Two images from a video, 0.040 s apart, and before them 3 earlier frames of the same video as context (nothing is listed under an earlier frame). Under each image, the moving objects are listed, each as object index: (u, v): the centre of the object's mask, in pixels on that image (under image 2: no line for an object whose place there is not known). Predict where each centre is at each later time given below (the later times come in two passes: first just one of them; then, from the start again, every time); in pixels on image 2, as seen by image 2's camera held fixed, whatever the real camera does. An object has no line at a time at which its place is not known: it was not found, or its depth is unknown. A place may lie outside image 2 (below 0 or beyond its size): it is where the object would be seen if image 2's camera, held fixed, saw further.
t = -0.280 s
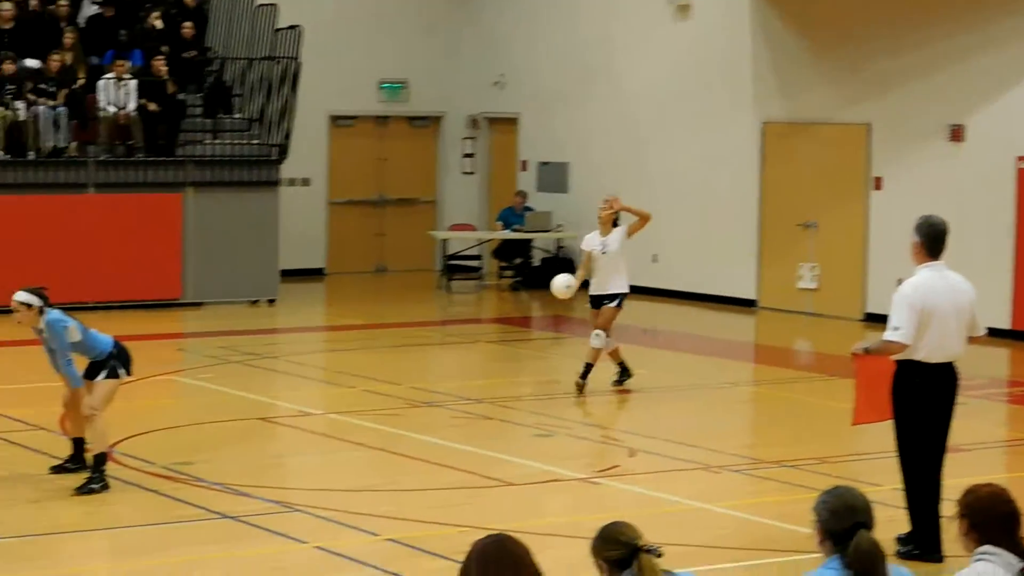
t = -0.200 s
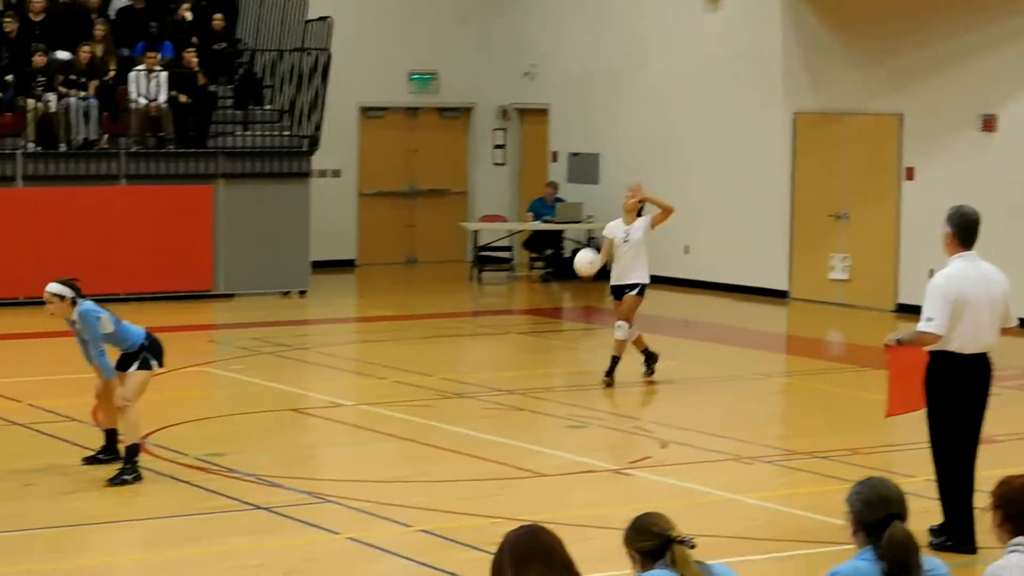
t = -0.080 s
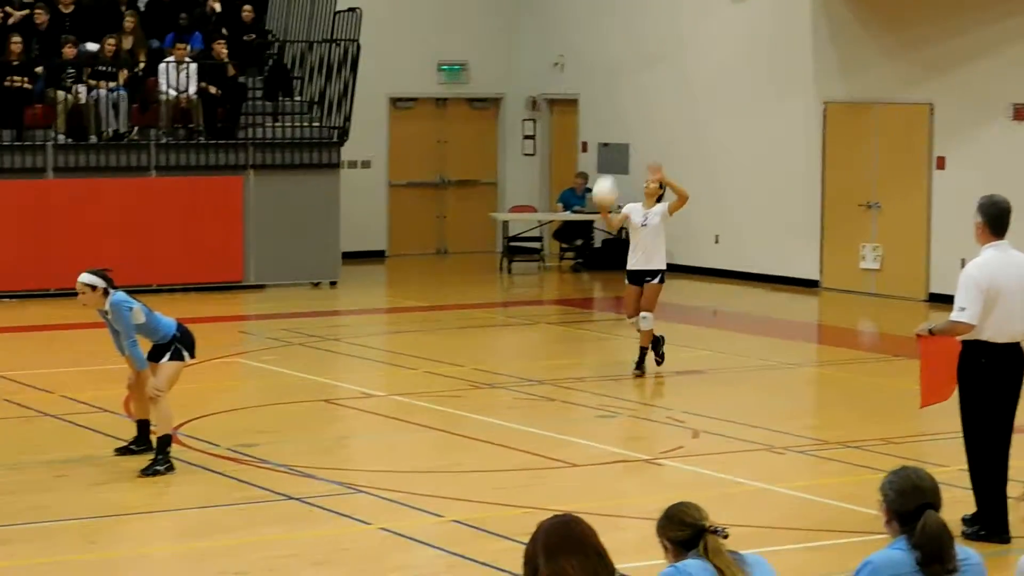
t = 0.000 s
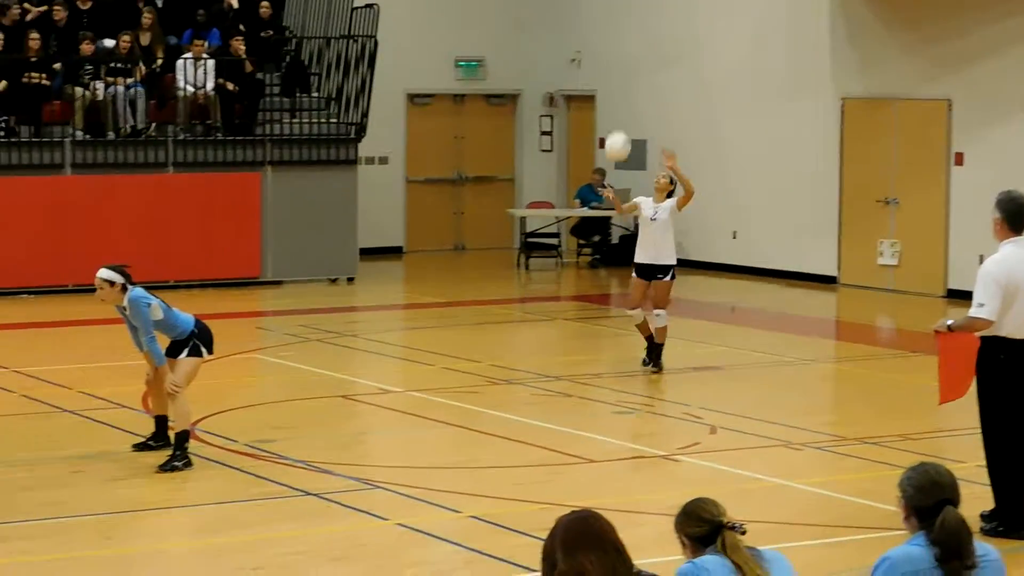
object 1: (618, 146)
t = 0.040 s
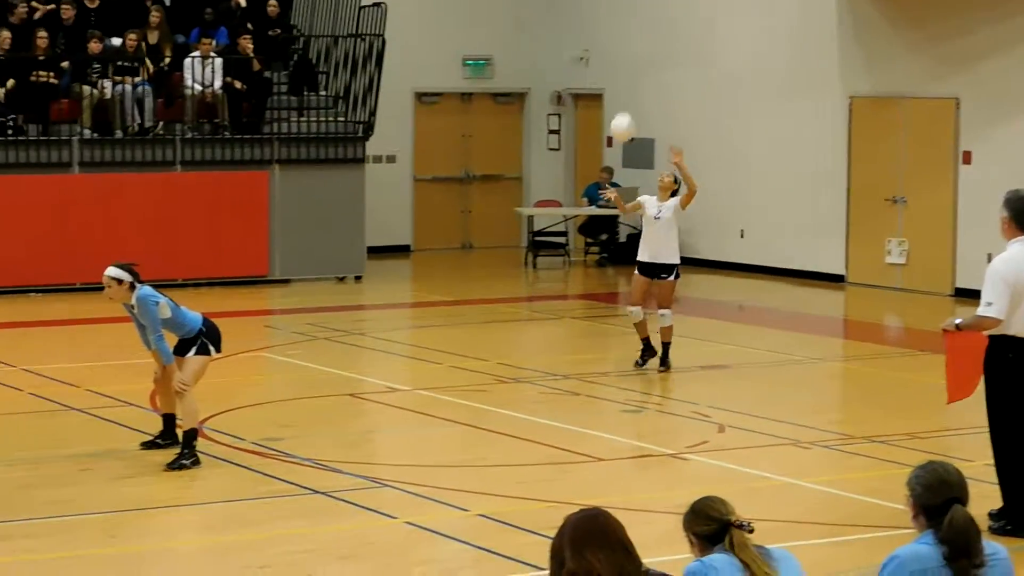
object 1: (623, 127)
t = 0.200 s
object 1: (613, 78)
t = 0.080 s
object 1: (620, 112)
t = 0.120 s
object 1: (618, 99)
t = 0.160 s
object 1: (615, 87)
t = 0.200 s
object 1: (613, 78)
